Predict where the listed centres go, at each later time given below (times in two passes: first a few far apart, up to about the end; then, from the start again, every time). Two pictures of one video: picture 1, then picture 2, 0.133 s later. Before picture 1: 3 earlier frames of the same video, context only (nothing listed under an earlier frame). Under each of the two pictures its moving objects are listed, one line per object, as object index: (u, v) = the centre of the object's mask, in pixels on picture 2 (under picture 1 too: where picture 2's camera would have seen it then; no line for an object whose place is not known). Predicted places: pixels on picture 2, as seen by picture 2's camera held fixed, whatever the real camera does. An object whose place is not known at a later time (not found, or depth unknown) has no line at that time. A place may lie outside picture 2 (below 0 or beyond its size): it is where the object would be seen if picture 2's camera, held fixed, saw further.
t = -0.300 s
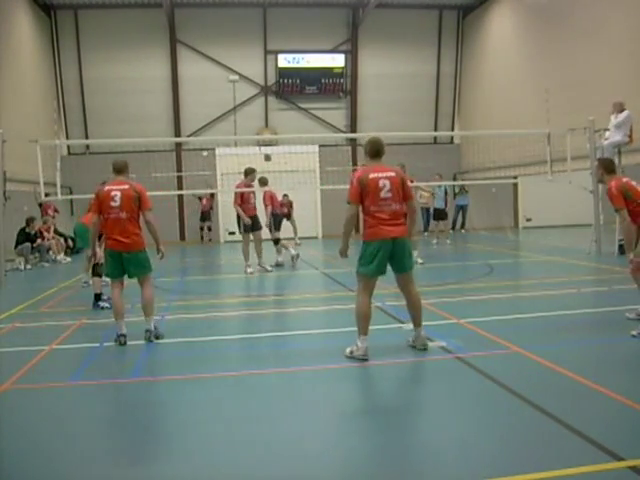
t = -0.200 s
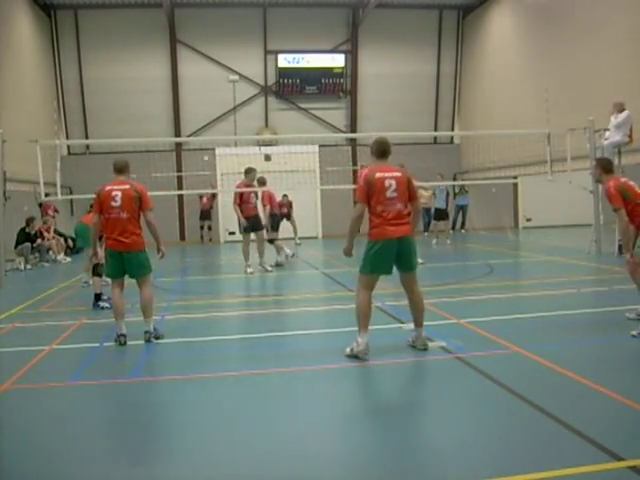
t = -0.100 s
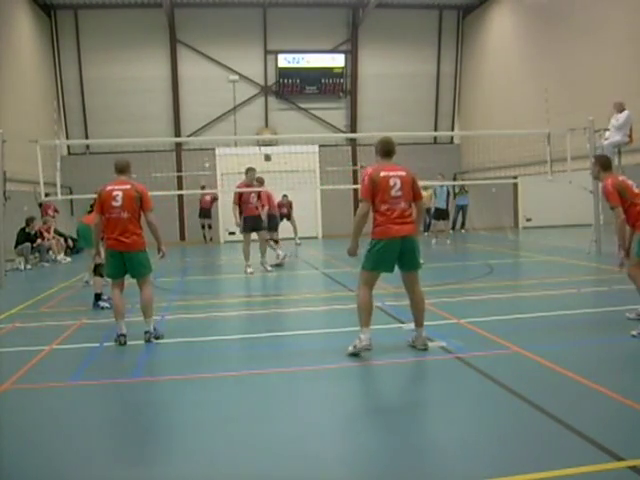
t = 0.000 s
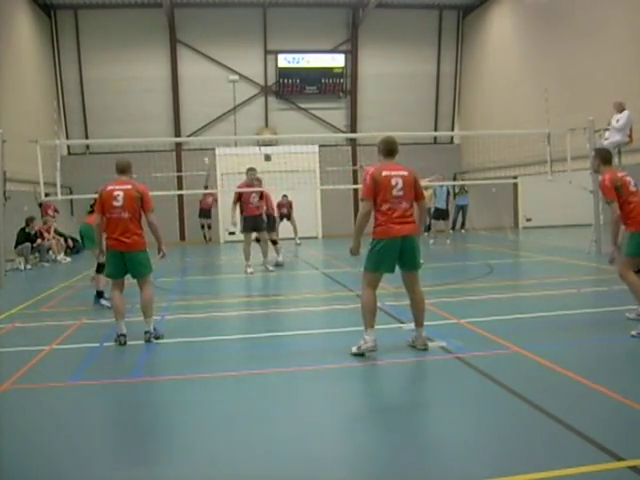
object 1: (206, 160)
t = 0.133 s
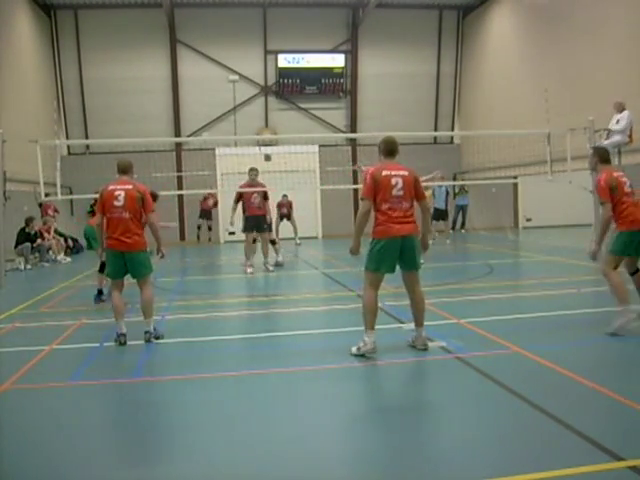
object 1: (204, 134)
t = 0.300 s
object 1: (205, 110)
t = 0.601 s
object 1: (205, 75)
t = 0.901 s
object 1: (207, 79)
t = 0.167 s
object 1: (204, 131)
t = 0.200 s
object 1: (205, 126)
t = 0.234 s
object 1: (204, 123)
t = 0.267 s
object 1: (204, 117)
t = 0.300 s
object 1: (205, 110)
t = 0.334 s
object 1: (204, 104)
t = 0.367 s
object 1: (204, 99)
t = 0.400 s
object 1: (204, 94)
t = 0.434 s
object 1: (204, 90)
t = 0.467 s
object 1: (204, 86)
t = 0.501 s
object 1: (204, 82)
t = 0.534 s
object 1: (204, 79)
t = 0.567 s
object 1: (205, 77)
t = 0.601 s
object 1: (205, 75)
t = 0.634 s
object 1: (205, 73)
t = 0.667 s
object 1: (206, 70)
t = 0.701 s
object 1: (206, 69)
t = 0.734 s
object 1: (206, 70)
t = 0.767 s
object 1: (206, 70)
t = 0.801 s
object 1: (206, 71)
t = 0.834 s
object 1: (206, 72)
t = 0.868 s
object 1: (207, 75)
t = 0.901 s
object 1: (207, 79)
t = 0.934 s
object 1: (207, 85)
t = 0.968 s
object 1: (206, 88)
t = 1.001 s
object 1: (206, 99)
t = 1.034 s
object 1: (205, 109)
